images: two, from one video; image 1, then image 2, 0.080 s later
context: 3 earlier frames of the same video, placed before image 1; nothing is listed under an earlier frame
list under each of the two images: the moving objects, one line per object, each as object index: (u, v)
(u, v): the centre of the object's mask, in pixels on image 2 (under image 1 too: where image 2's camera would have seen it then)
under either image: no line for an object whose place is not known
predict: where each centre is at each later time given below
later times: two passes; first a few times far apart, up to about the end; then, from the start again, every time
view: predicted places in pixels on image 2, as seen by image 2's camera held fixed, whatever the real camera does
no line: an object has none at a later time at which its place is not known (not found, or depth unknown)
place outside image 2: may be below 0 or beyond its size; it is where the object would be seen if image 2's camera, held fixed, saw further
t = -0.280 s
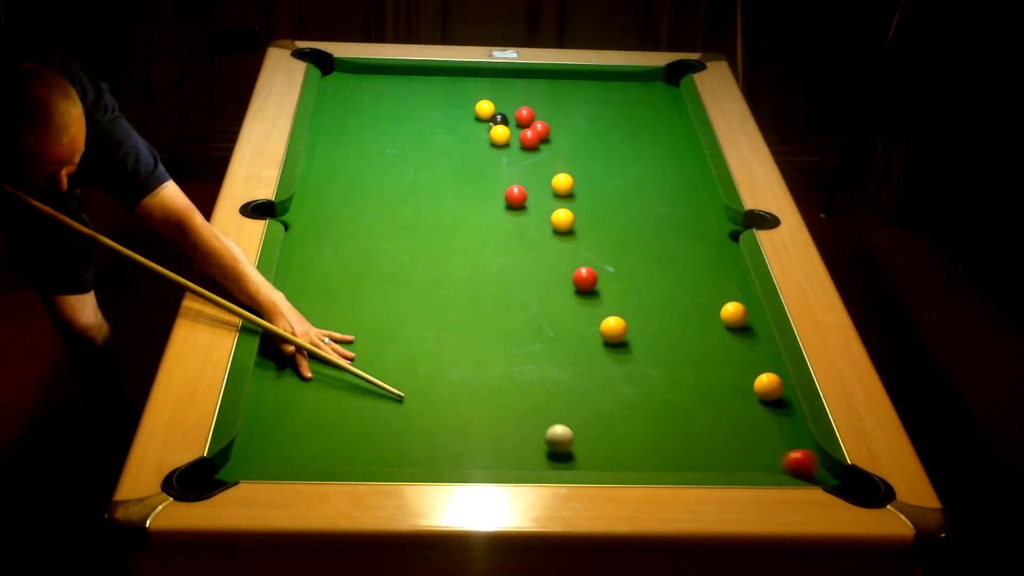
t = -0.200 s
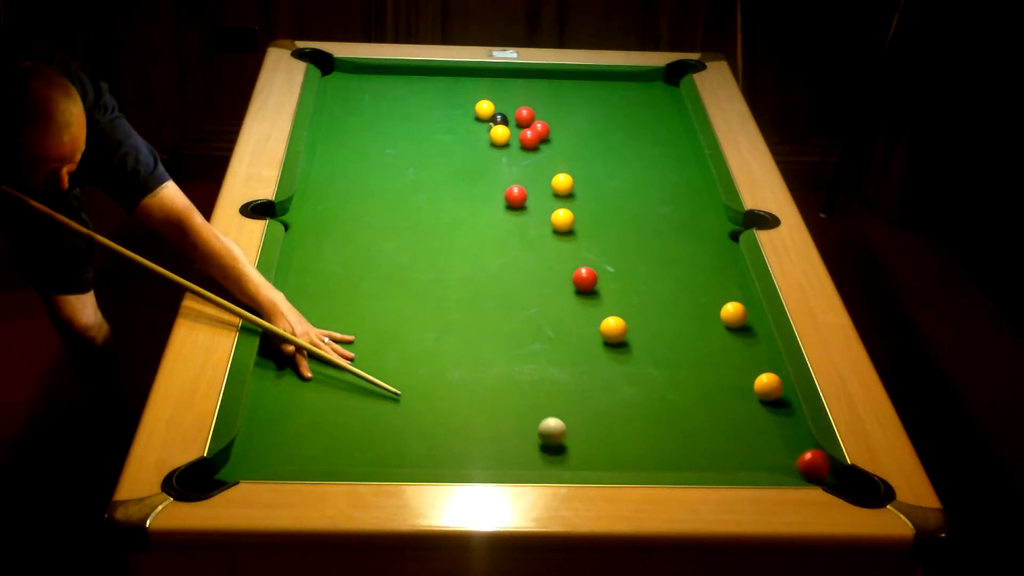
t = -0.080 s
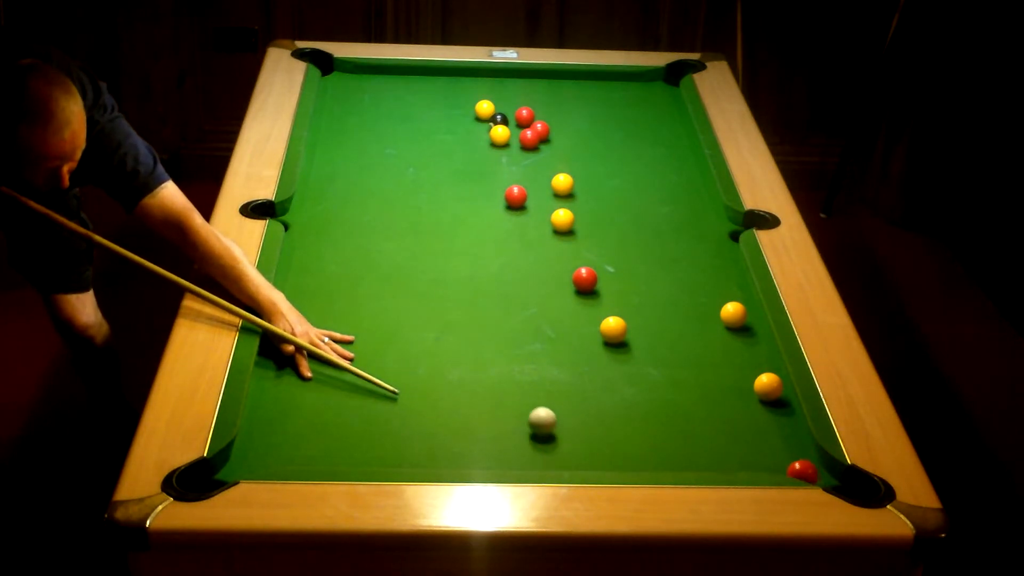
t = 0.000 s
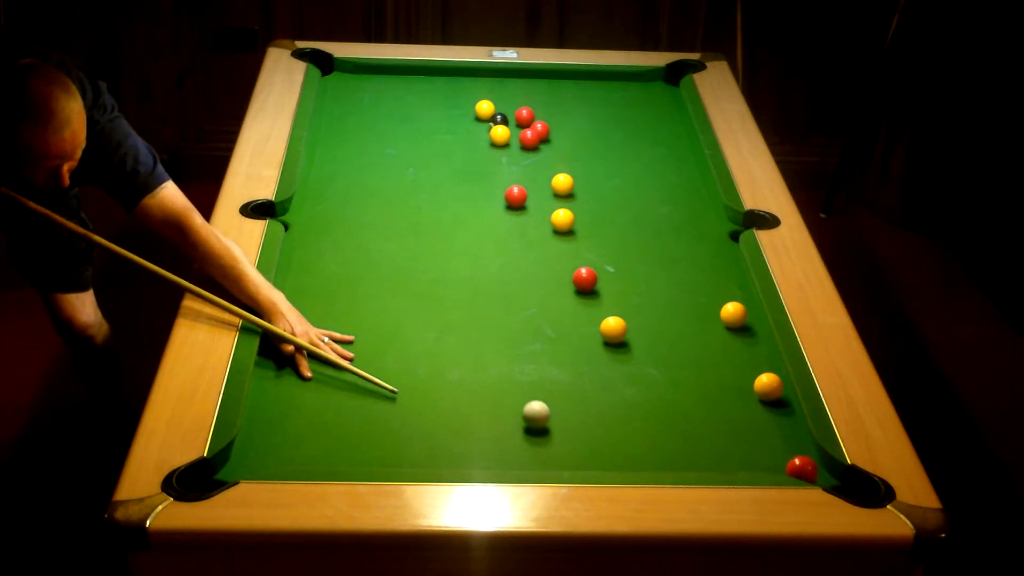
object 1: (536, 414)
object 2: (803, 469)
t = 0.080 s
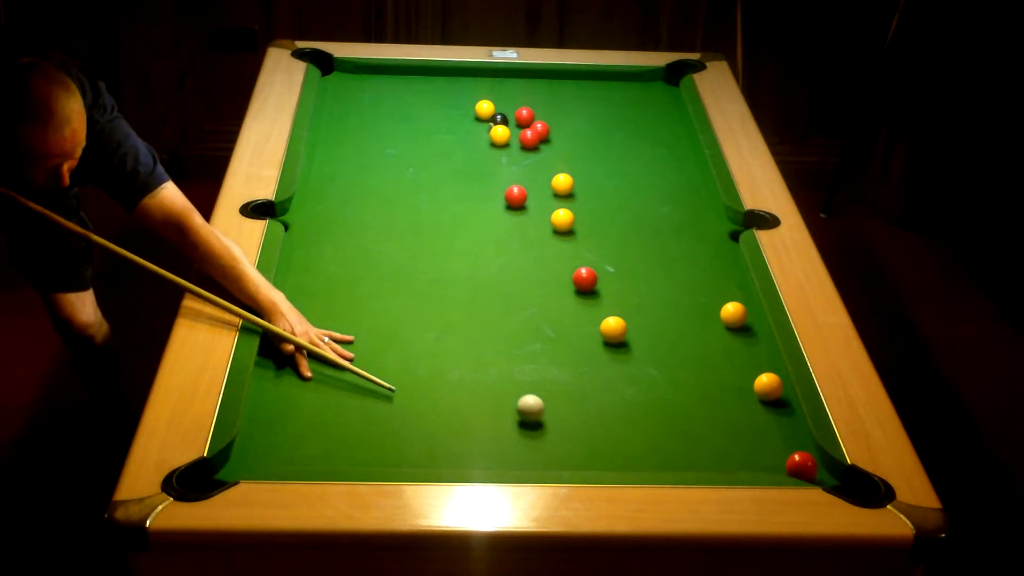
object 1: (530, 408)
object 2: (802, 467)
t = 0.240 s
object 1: (519, 396)
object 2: (801, 459)
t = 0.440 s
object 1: (507, 383)
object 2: (800, 452)
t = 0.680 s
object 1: (493, 369)
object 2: (799, 444)
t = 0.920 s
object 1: (482, 357)
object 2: (796, 438)
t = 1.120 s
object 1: (473, 348)
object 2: (794, 435)
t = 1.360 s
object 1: (465, 339)
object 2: (794, 433)
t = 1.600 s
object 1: (458, 331)
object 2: (794, 432)
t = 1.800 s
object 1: (453, 326)
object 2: (794, 433)
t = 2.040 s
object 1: (448, 321)
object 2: (794, 433)
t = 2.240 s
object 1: (446, 318)
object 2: (794, 433)
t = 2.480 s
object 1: (445, 316)
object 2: (794, 433)
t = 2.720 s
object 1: (445, 315)
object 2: (794, 433)
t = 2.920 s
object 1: (444, 315)
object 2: (794, 433)
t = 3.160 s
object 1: (444, 315)
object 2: (794, 433)
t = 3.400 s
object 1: (445, 315)
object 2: (794, 433)
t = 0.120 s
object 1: (527, 405)
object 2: (802, 465)
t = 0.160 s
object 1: (524, 403)
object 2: (801, 464)
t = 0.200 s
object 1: (522, 399)
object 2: (801, 462)
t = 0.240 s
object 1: (519, 396)
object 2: (801, 459)
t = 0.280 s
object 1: (516, 394)
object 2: (800, 458)
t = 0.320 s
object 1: (514, 391)
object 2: (800, 456)
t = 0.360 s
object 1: (512, 389)
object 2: (800, 455)
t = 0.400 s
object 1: (509, 386)
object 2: (800, 453)
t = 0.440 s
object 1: (507, 383)
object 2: (800, 452)
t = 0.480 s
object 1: (504, 381)
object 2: (799, 450)
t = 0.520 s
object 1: (502, 378)
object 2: (799, 449)
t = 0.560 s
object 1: (500, 376)
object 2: (799, 448)
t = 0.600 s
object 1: (498, 374)
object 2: (799, 446)
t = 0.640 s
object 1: (495, 372)
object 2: (799, 445)
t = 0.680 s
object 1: (493, 369)
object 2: (799, 444)
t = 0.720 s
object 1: (491, 367)
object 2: (798, 443)
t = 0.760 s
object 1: (489, 365)
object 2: (798, 441)
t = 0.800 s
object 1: (487, 363)
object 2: (798, 441)
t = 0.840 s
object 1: (485, 361)
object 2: (797, 440)
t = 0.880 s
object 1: (484, 359)
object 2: (797, 439)
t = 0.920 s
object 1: (482, 357)
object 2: (796, 438)
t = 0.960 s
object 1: (480, 355)
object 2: (796, 437)
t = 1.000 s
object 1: (478, 354)
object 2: (796, 436)
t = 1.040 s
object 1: (477, 352)
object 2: (795, 436)
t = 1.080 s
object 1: (475, 350)
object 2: (795, 435)
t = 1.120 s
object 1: (473, 348)
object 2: (794, 435)
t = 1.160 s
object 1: (472, 347)
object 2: (794, 434)
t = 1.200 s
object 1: (471, 345)
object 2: (794, 434)
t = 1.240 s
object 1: (469, 343)
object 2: (794, 434)
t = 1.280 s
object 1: (468, 342)
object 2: (794, 433)
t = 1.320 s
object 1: (467, 341)
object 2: (794, 433)
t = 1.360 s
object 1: (465, 339)
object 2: (794, 433)
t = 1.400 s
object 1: (464, 337)
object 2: (794, 433)
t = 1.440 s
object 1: (463, 336)
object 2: (794, 432)
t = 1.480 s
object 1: (462, 335)
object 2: (794, 432)
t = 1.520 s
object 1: (460, 334)
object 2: (794, 432)
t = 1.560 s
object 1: (459, 332)
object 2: (794, 432)
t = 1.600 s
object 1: (458, 331)
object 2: (794, 432)
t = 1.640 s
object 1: (457, 330)
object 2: (794, 432)
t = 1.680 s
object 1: (456, 329)
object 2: (794, 432)
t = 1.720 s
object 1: (455, 328)
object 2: (794, 433)
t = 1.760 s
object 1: (454, 327)
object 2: (794, 433)
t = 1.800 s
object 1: (453, 326)
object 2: (794, 433)
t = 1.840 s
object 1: (452, 325)
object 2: (794, 433)
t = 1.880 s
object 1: (451, 324)
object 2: (794, 433)
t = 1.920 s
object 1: (451, 323)
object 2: (794, 433)
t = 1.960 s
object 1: (450, 323)
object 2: (794, 433)
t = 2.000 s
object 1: (449, 322)
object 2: (794, 433)
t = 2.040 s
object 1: (448, 321)
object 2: (794, 433)
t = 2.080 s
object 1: (448, 320)
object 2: (794, 433)
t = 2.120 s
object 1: (448, 320)
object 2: (794, 433)
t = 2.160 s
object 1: (447, 319)
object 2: (794, 433)
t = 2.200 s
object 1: (447, 319)
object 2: (794, 433)
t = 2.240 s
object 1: (446, 318)
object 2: (794, 433)
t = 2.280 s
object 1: (446, 317)
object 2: (794, 433)
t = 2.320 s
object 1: (446, 317)
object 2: (794, 433)
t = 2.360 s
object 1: (446, 317)
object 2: (794, 433)
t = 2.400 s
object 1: (446, 316)
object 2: (794, 433)
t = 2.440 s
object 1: (445, 316)
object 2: (794, 433)
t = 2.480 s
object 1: (445, 316)
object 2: (794, 433)
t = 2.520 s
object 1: (445, 315)
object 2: (794, 433)
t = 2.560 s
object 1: (445, 315)
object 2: (794, 433)
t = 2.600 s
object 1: (445, 315)
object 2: (794, 433)
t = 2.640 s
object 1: (445, 315)
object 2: (794, 433)
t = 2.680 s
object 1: (445, 315)
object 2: (794, 433)
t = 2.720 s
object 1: (445, 315)
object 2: (794, 433)
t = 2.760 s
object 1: (445, 315)
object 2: (794, 433)
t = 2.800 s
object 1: (445, 315)
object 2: (794, 433)
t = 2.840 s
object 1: (445, 315)
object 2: (794, 433)
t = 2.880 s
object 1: (445, 315)
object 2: (794, 433)
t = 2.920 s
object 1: (444, 315)
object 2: (794, 433)
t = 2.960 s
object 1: (444, 315)
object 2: (794, 433)
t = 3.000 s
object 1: (444, 315)
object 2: (794, 433)
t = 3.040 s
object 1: (445, 315)
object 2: (794, 433)
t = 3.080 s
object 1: (445, 315)
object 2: (794, 433)
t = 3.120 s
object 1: (444, 315)
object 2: (794, 433)
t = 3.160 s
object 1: (444, 315)
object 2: (794, 433)
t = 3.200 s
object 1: (445, 315)
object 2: (794, 433)
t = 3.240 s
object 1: (444, 315)
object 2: (794, 433)
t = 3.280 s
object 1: (445, 315)
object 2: (794, 433)
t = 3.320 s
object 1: (445, 315)
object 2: (794, 433)
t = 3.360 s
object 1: (444, 315)
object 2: (794, 433)
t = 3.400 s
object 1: (445, 315)
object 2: (794, 433)
